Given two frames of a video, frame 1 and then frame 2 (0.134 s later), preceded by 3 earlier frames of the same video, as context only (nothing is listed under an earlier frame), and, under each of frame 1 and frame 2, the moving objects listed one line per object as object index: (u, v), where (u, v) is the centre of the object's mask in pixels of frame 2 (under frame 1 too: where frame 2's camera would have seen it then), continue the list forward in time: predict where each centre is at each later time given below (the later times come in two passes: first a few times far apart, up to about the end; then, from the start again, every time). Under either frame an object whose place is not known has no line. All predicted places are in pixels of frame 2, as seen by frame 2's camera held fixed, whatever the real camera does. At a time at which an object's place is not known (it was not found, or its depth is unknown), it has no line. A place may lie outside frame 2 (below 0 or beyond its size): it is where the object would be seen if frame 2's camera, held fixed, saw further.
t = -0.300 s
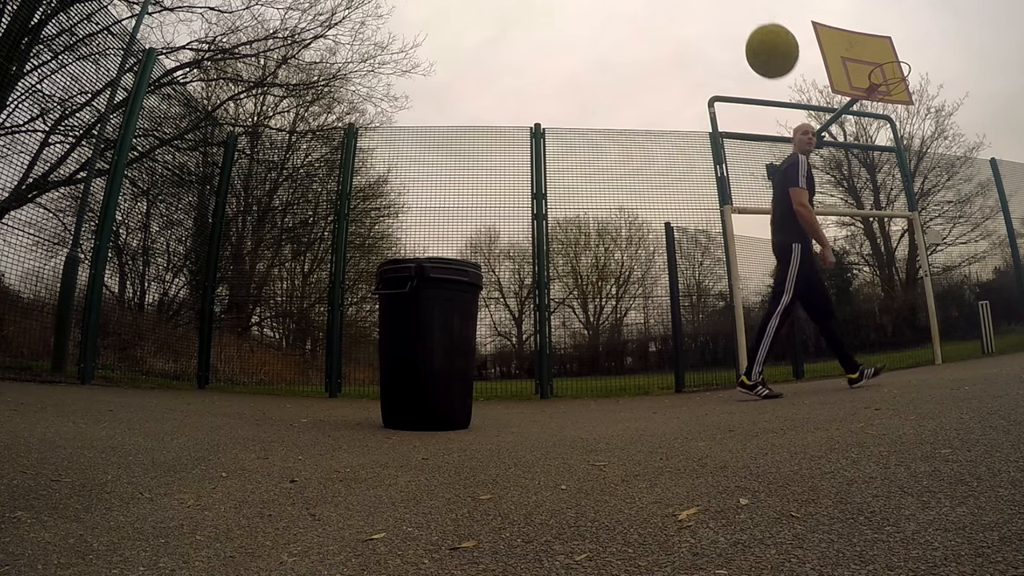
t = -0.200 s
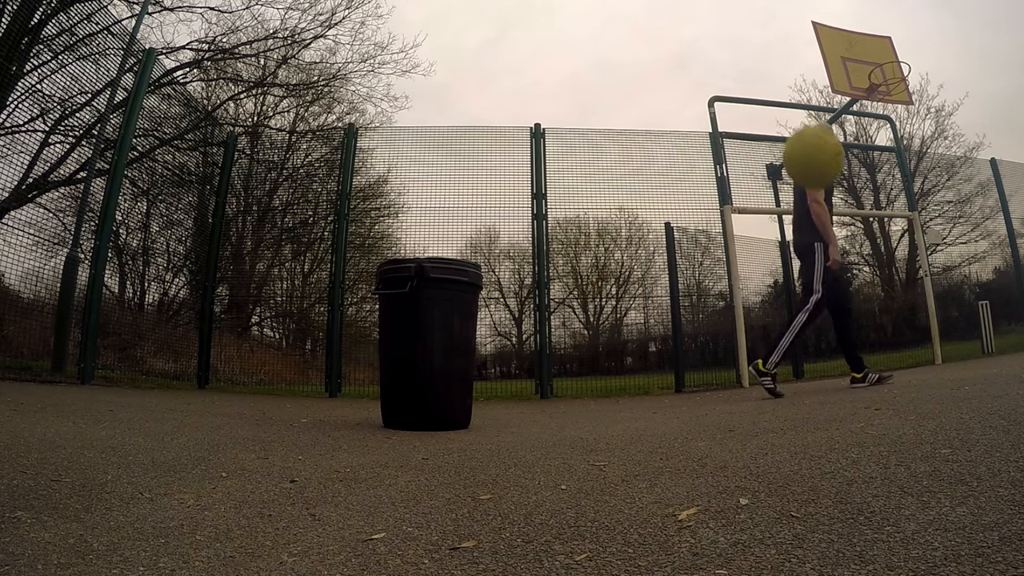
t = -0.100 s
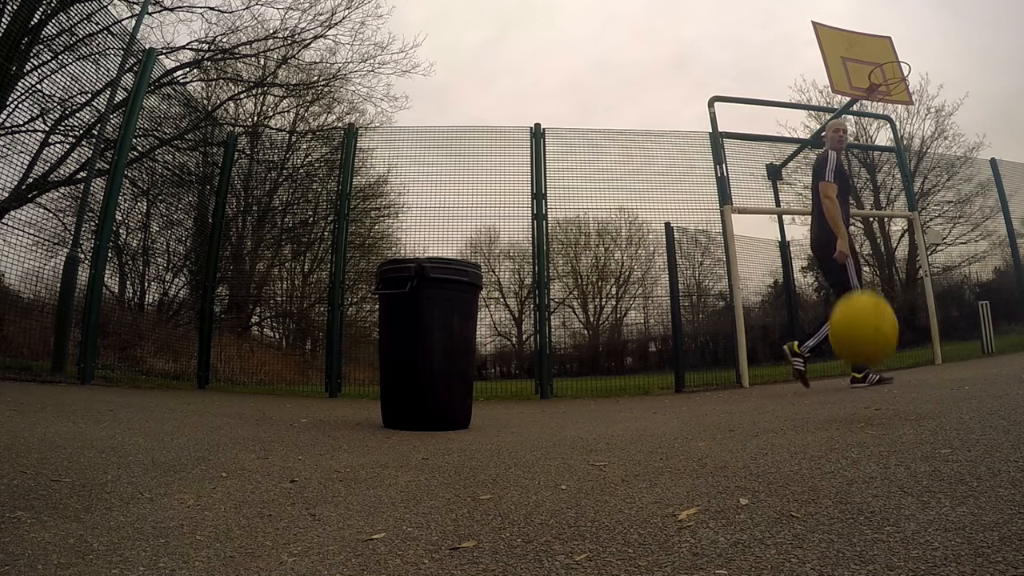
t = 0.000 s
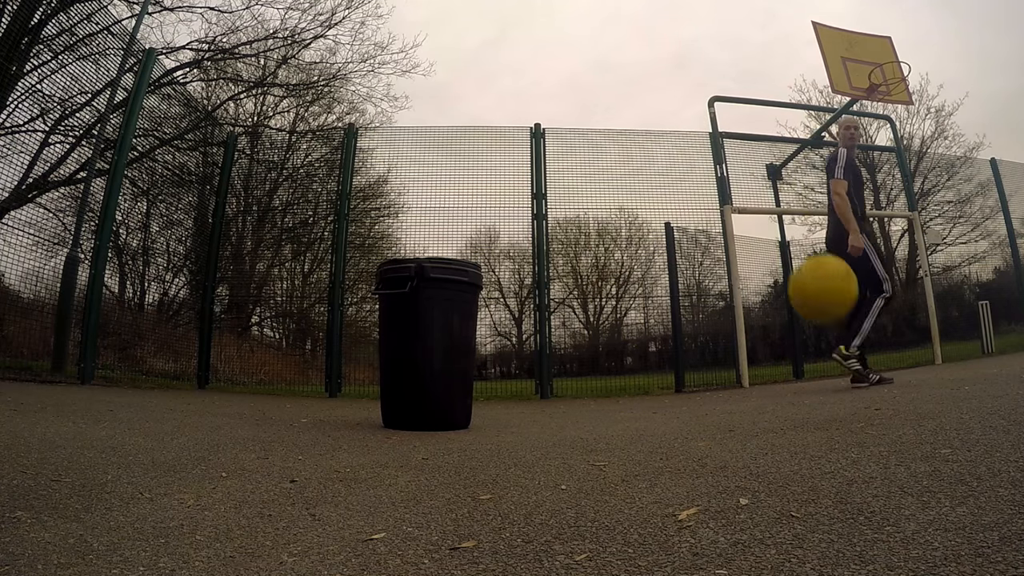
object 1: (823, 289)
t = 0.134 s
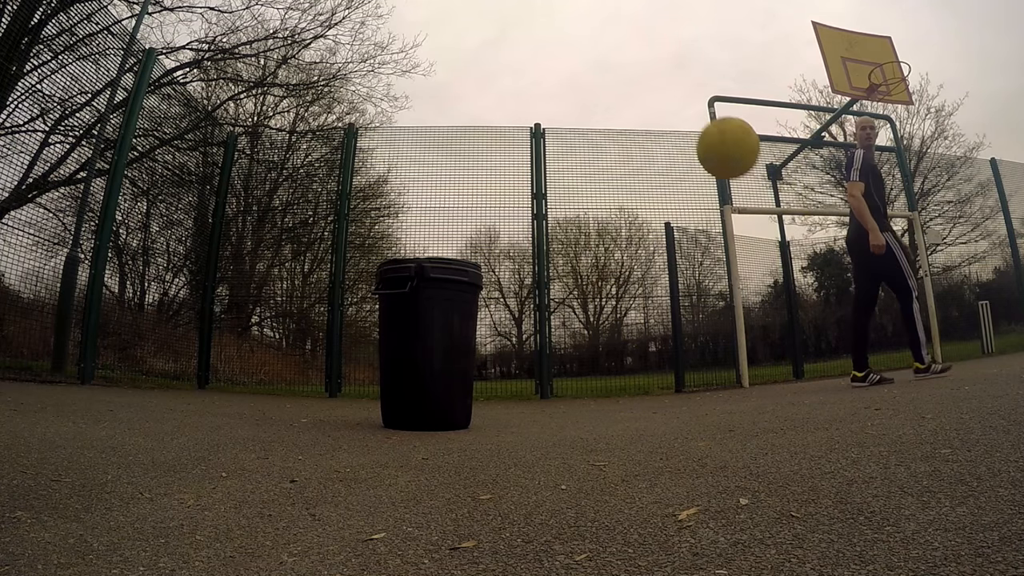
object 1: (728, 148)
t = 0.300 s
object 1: (631, 67)
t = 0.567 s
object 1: (514, 80)
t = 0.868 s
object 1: (402, 245)
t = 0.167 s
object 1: (706, 124)
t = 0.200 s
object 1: (686, 104)
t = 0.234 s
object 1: (667, 89)
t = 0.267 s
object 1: (649, 76)
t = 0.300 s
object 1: (631, 67)
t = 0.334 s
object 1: (615, 60)
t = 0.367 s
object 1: (599, 56)
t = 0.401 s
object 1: (584, 55)
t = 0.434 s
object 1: (569, 55)
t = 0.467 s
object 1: (555, 58)
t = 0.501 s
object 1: (541, 63)
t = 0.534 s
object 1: (527, 71)
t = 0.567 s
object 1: (514, 80)
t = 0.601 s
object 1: (501, 92)
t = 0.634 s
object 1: (487, 106)
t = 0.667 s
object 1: (474, 122)
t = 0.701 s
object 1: (461, 140)
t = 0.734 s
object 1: (448, 162)
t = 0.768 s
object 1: (435, 186)
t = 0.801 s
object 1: (421, 212)
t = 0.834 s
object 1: (408, 238)
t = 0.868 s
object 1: (402, 245)
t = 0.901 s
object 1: (400, 249)
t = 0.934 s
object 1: (401, 254)
